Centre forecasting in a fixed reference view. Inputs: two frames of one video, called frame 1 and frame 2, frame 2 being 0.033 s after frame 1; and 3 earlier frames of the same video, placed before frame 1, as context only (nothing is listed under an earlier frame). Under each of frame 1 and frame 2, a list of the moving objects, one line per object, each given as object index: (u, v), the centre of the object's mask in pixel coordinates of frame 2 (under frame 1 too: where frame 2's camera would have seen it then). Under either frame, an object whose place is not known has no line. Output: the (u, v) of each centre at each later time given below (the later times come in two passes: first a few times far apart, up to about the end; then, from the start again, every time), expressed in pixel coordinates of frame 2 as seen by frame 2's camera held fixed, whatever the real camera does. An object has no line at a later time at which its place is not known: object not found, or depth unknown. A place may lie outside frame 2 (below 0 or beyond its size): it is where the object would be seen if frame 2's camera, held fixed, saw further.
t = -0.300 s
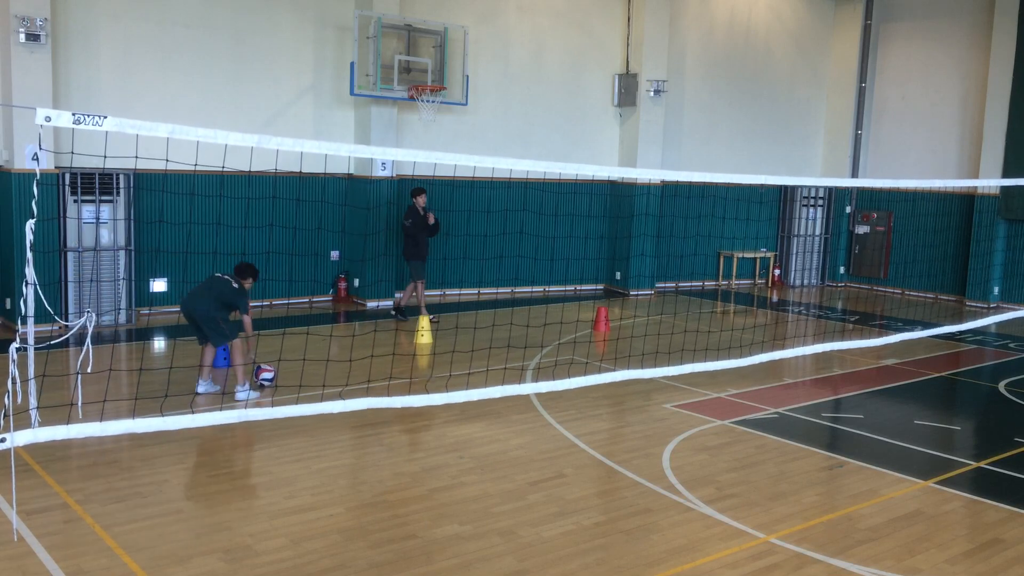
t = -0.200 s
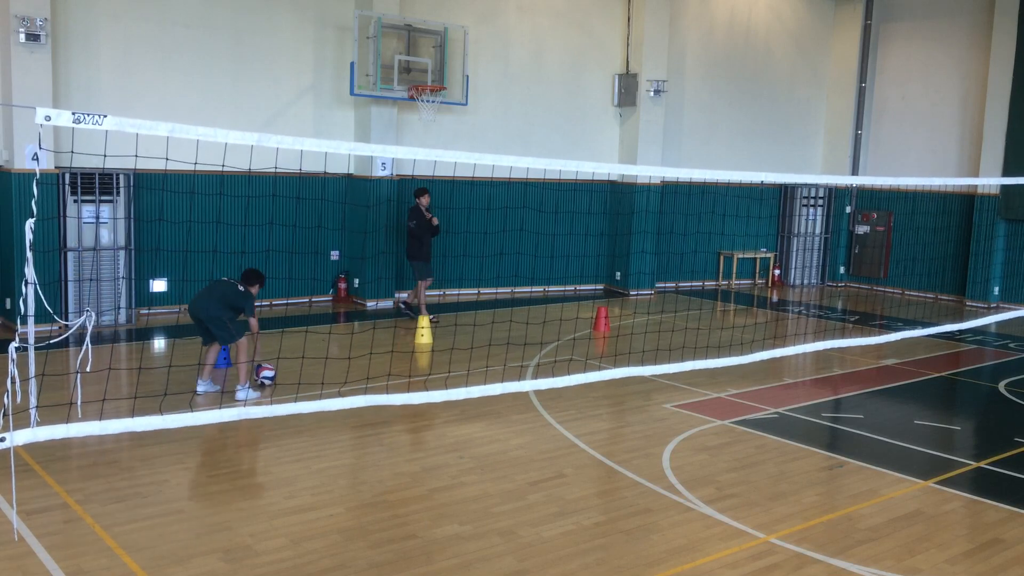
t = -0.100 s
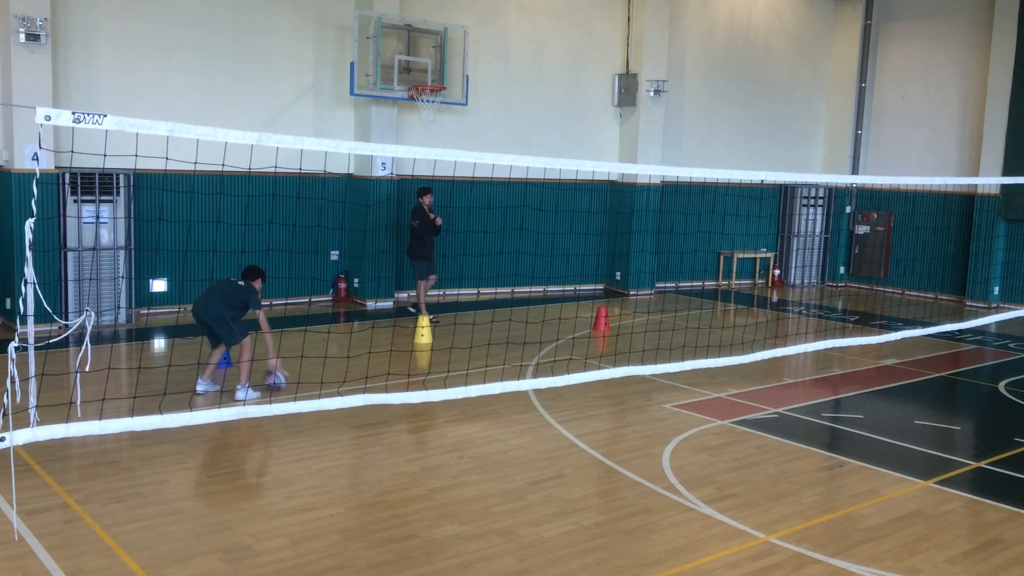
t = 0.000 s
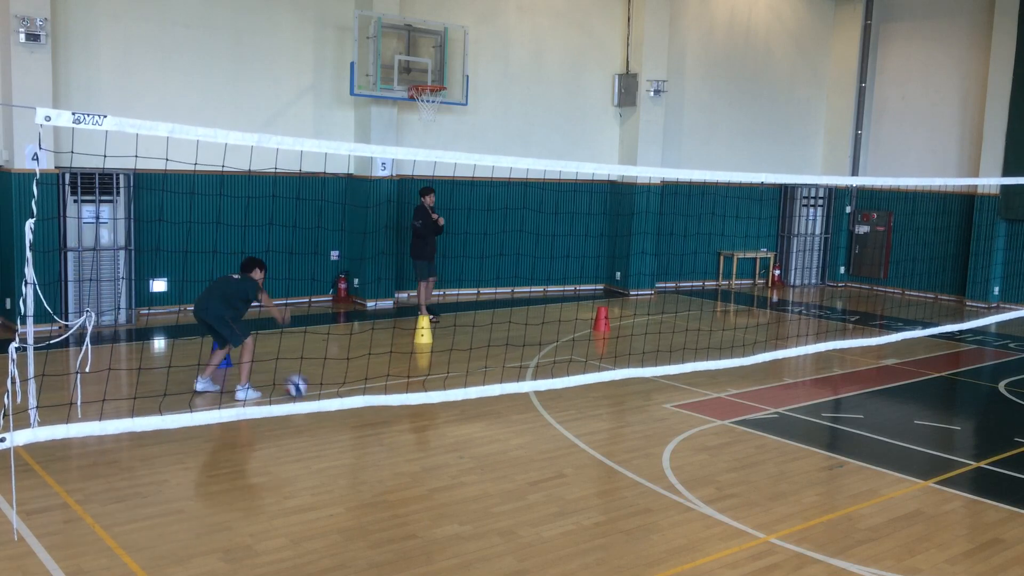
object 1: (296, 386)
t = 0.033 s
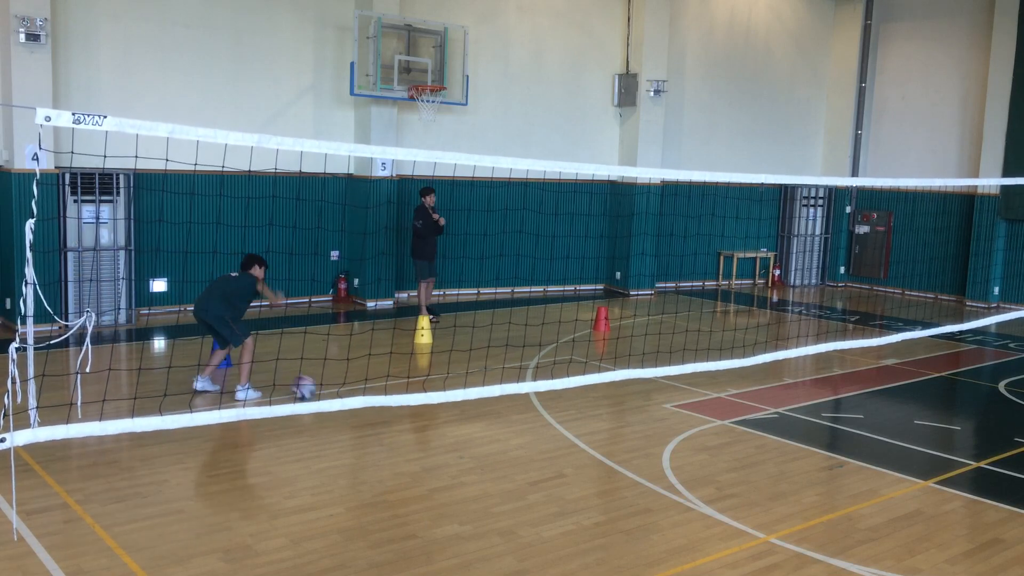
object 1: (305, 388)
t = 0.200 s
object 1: (341, 394)
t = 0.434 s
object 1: (398, 418)
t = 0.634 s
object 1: (452, 435)
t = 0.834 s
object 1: (512, 455)
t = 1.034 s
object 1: (578, 477)
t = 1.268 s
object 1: (667, 506)
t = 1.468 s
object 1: (755, 535)
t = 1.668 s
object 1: (853, 562)
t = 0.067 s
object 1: (310, 390)
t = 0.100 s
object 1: (319, 392)
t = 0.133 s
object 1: (325, 393)
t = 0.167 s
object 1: (332, 393)
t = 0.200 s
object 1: (341, 394)
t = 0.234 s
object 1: (347, 394)
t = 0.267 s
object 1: (357, 413)
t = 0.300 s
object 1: (365, 413)
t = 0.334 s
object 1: (372, 414)
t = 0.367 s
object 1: (382, 415)
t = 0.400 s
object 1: (389, 417)
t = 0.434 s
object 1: (398, 418)
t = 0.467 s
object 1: (406, 421)
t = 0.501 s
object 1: (416, 423)
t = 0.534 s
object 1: (424, 426)
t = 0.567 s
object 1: (433, 429)
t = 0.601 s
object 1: (442, 433)
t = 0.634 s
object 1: (452, 435)
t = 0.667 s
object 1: (461, 439)
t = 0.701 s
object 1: (471, 442)
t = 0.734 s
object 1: (480, 445)
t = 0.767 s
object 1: (490, 448)
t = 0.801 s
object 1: (501, 451)
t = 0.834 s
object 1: (512, 455)
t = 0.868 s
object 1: (522, 459)
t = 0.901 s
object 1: (533, 463)
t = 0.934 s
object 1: (545, 465)
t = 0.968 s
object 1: (556, 469)
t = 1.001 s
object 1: (567, 473)
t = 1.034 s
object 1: (578, 477)
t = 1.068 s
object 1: (590, 481)
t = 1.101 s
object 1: (602, 485)
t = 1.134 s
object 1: (615, 489)
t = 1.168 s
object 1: (628, 493)
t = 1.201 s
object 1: (640, 497)
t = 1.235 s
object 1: (654, 502)
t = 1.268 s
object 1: (667, 506)
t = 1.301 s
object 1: (681, 511)
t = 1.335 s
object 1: (695, 515)
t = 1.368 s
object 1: (709, 519)
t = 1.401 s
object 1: (723, 525)
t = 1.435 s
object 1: (738, 529)
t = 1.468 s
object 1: (755, 535)
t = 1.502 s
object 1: (770, 540)
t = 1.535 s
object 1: (786, 545)
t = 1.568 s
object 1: (802, 551)
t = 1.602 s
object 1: (819, 555)
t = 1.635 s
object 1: (836, 559)
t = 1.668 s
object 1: (853, 562)
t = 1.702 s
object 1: (871, 565)
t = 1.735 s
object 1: (889, 568)
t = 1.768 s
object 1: (906, 570)
